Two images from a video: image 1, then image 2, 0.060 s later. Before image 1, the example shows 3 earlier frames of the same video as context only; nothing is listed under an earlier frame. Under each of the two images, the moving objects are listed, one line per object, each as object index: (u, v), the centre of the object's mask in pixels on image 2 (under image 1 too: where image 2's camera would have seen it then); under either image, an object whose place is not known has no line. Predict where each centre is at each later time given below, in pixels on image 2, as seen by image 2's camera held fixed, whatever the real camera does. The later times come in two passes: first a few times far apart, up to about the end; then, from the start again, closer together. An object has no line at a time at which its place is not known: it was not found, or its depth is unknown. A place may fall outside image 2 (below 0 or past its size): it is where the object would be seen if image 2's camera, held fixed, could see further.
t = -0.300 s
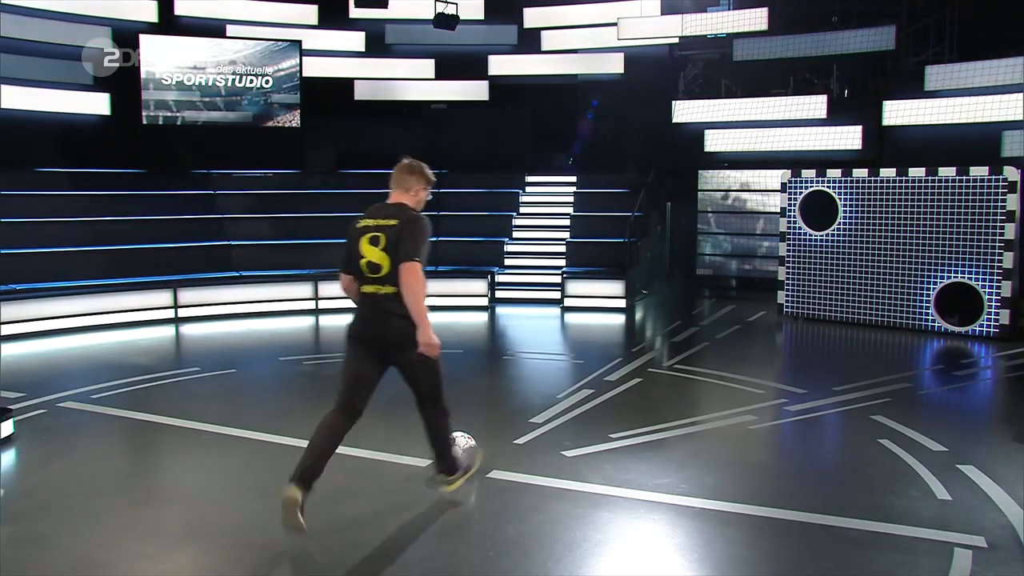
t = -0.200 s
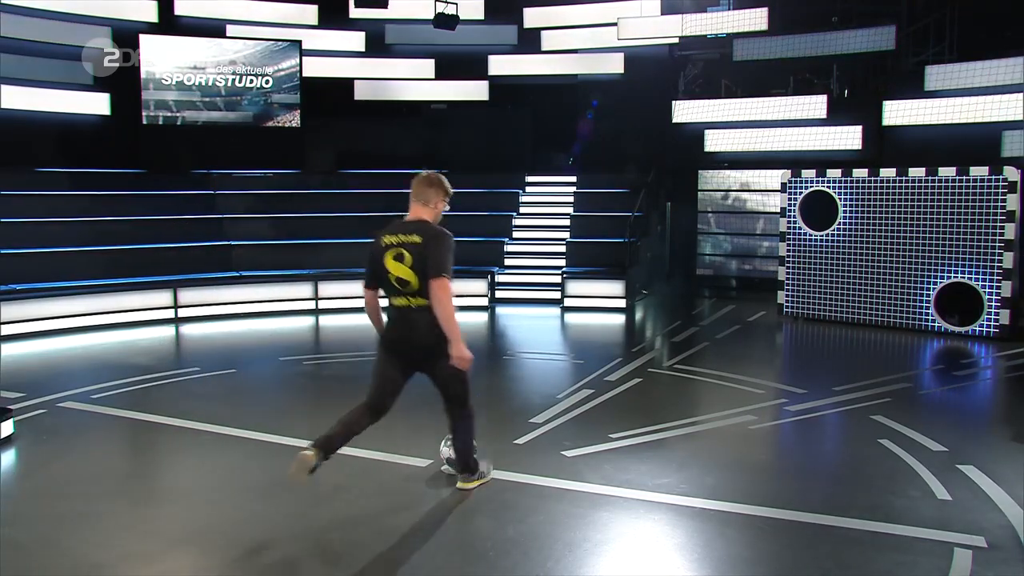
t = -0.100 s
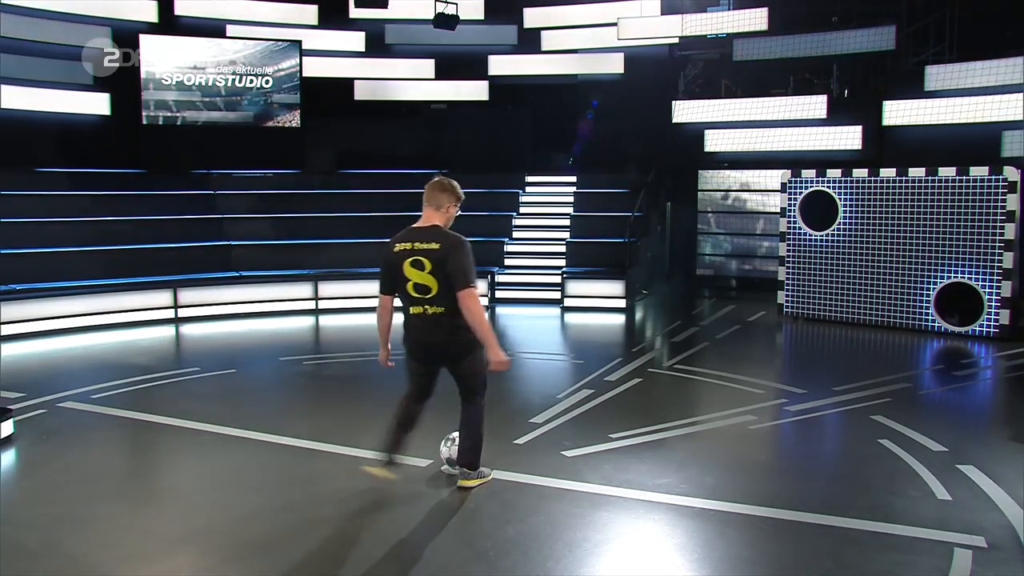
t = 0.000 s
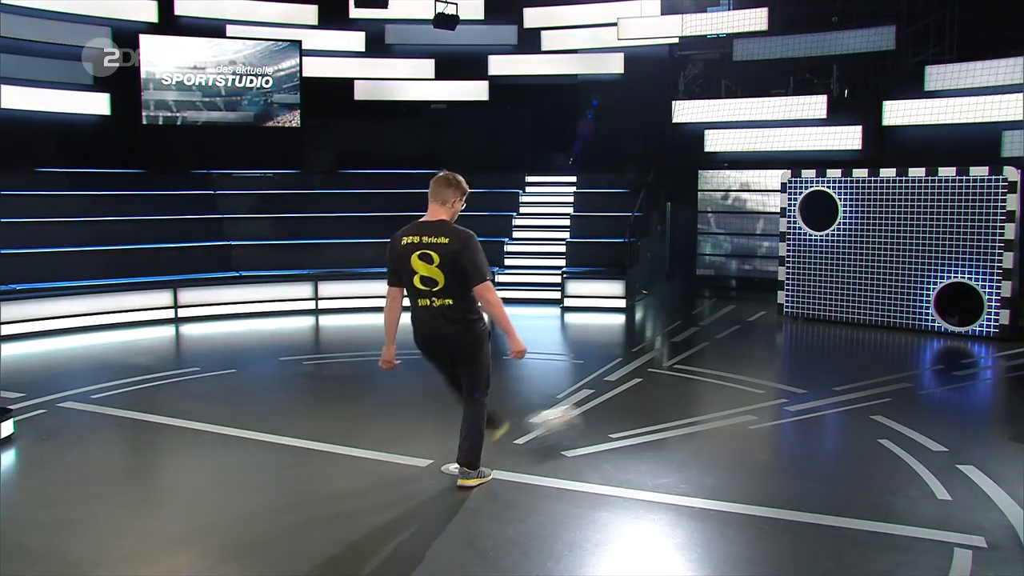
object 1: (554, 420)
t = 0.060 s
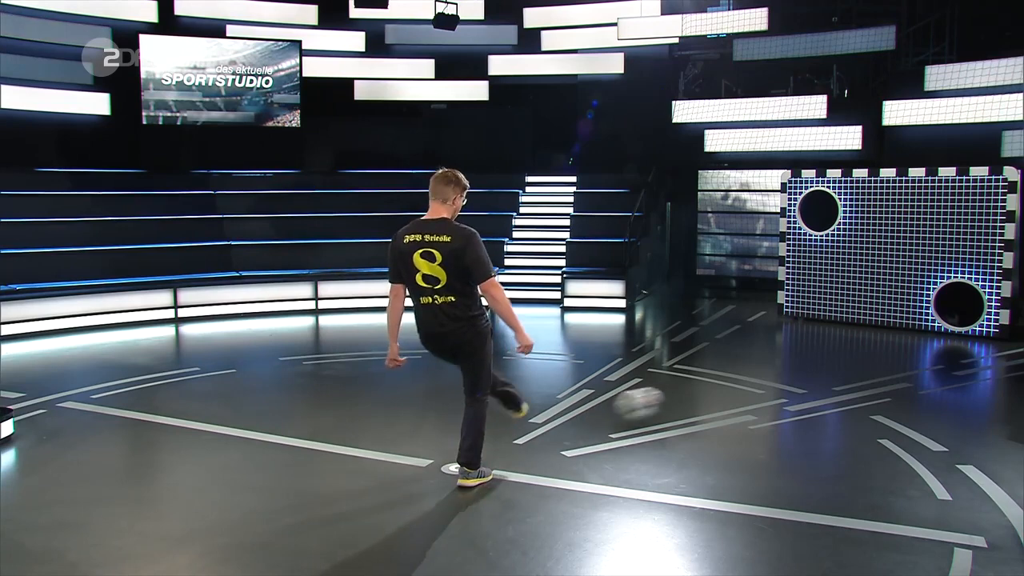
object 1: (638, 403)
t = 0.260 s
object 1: (825, 362)
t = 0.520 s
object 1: (956, 327)
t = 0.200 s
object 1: (780, 369)
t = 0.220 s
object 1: (796, 366)
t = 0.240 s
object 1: (811, 364)
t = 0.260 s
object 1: (825, 362)
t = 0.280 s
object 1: (838, 359)
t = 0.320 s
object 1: (862, 351)
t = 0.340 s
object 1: (872, 348)
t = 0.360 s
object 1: (882, 344)
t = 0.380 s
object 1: (895, 342)
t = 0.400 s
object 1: (904, 339)
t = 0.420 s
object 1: (914, 340)
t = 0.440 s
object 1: (923, 339)
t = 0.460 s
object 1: (932, 335)
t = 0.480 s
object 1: (940, 331)
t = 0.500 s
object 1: (950, 329)
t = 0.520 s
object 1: (956, 327)
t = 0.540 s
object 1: (961, 323)
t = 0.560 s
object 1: (957, 314)
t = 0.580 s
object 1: (953, 305)
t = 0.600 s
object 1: (948, 295)
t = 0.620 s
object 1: (944, 286)
